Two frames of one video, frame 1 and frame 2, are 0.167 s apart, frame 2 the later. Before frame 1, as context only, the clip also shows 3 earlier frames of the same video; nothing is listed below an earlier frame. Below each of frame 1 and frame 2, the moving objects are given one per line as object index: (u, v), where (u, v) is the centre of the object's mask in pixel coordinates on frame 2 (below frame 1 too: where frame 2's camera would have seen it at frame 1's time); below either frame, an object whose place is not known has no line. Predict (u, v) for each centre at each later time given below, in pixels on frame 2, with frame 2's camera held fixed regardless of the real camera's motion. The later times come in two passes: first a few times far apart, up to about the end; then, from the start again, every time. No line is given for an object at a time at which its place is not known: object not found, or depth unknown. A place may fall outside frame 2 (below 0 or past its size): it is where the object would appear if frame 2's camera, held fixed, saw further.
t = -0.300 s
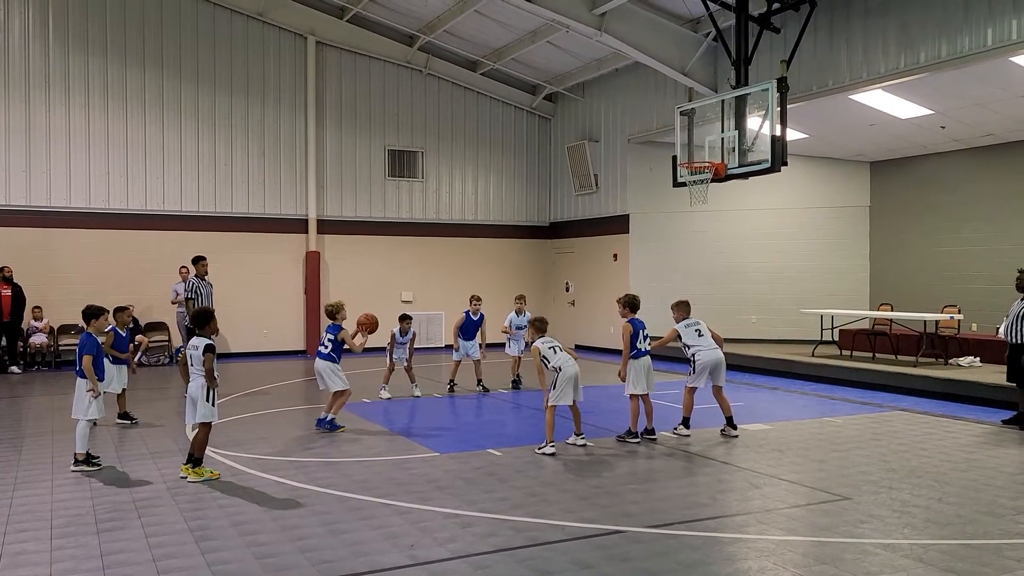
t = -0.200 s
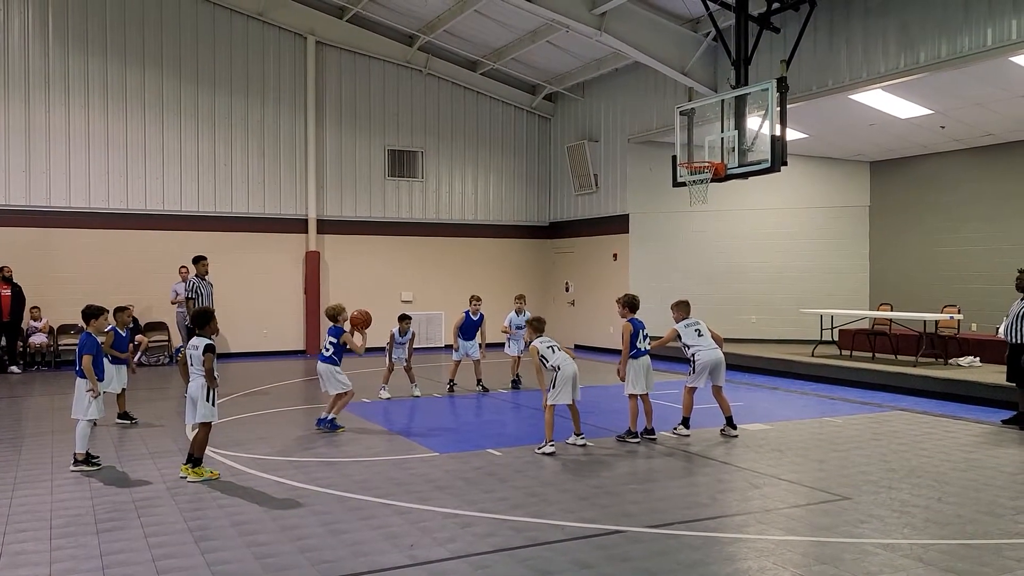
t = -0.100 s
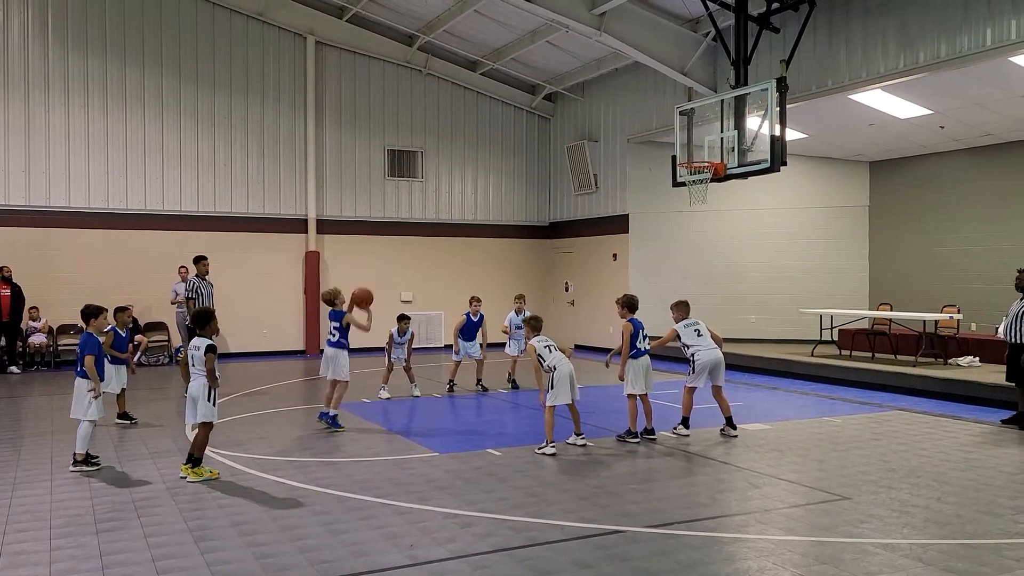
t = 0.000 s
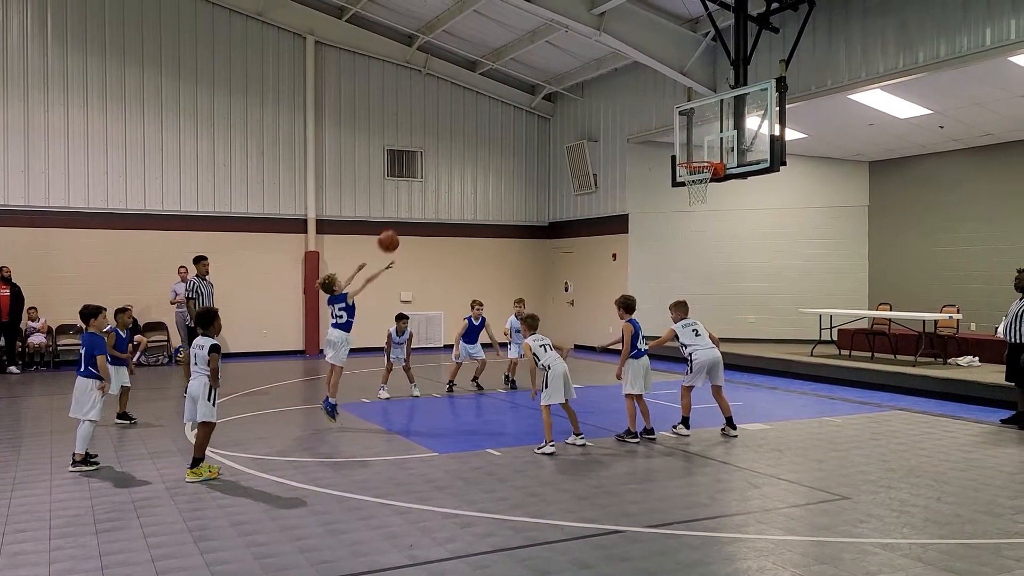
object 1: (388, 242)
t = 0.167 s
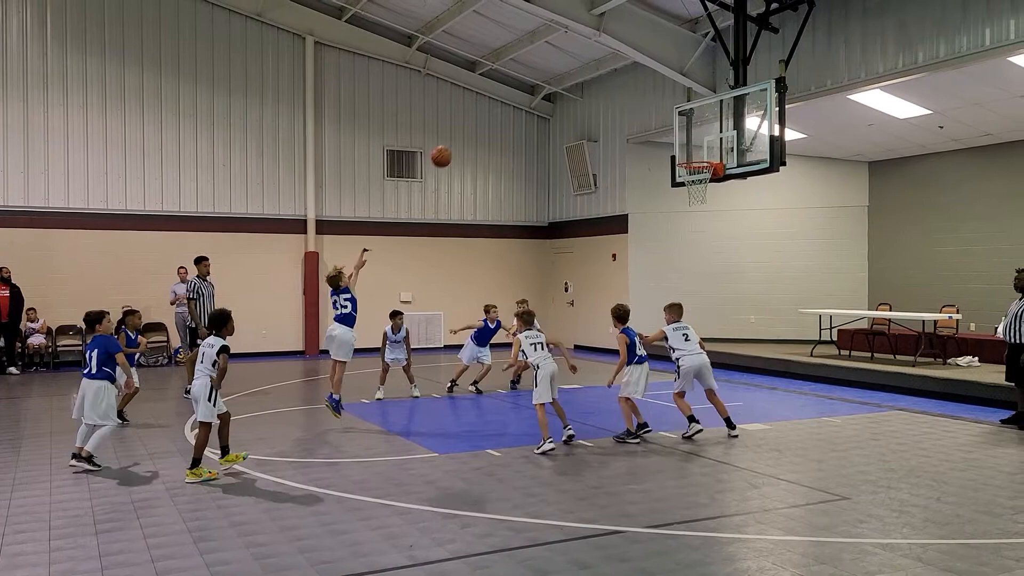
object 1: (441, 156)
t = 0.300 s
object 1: (479, 110)
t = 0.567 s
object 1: (551, 66)
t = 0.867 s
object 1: (623, 90)
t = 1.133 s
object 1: (676, 156)
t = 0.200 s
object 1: (451, 143)
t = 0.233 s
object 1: (461, 131)
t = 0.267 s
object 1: (470, 120)
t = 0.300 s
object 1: (479, 110)
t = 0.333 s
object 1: (489, 102)
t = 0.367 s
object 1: (498, 93)
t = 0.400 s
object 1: (507, 86)
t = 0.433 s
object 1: (514, 78)
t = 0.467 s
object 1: (525, 76)
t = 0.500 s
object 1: (535, 71)
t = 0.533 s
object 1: (542, 68)
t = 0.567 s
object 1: (551, 66)
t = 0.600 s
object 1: (560, 65)
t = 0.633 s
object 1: (568, 65)
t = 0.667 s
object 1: (576, 66)
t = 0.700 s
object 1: (584, 68)
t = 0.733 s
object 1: (593, 70)
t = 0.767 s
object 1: (600, 74)
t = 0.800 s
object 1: (608, 78)
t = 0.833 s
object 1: (615, 82)
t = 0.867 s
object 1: (623, 90)
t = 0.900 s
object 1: (631, 97)
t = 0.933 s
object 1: (638, 104)
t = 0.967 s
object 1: (644, 111)
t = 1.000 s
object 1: (651, 120)
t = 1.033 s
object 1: (658, 130)
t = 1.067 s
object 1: (665, 140)
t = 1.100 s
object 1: (672, 152)
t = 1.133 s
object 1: (676, 156)
